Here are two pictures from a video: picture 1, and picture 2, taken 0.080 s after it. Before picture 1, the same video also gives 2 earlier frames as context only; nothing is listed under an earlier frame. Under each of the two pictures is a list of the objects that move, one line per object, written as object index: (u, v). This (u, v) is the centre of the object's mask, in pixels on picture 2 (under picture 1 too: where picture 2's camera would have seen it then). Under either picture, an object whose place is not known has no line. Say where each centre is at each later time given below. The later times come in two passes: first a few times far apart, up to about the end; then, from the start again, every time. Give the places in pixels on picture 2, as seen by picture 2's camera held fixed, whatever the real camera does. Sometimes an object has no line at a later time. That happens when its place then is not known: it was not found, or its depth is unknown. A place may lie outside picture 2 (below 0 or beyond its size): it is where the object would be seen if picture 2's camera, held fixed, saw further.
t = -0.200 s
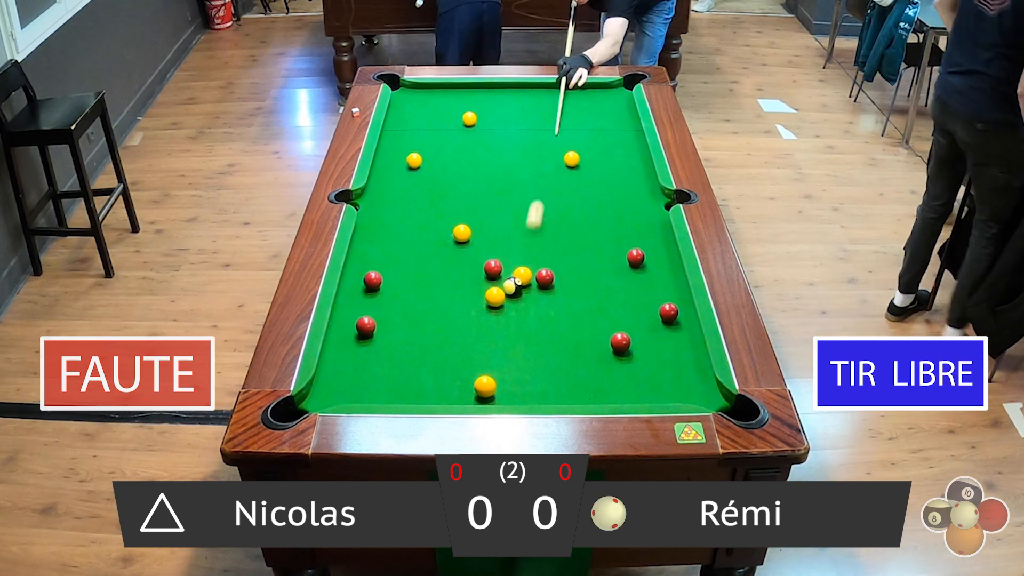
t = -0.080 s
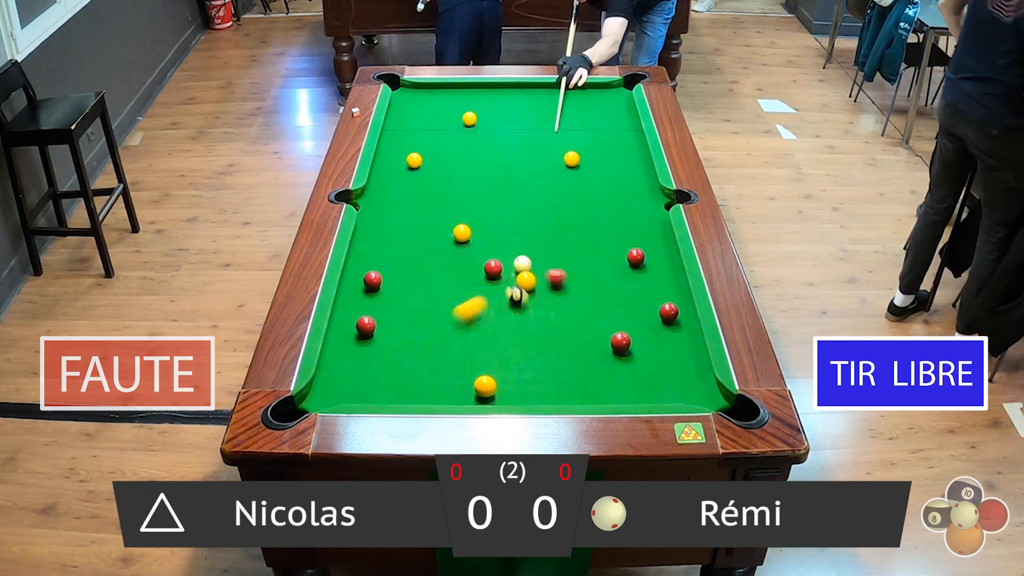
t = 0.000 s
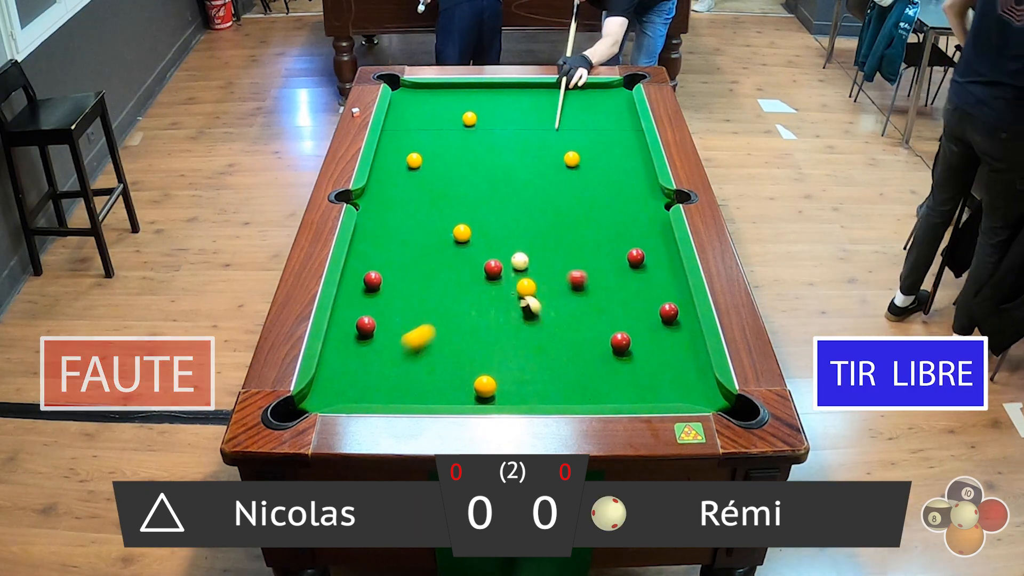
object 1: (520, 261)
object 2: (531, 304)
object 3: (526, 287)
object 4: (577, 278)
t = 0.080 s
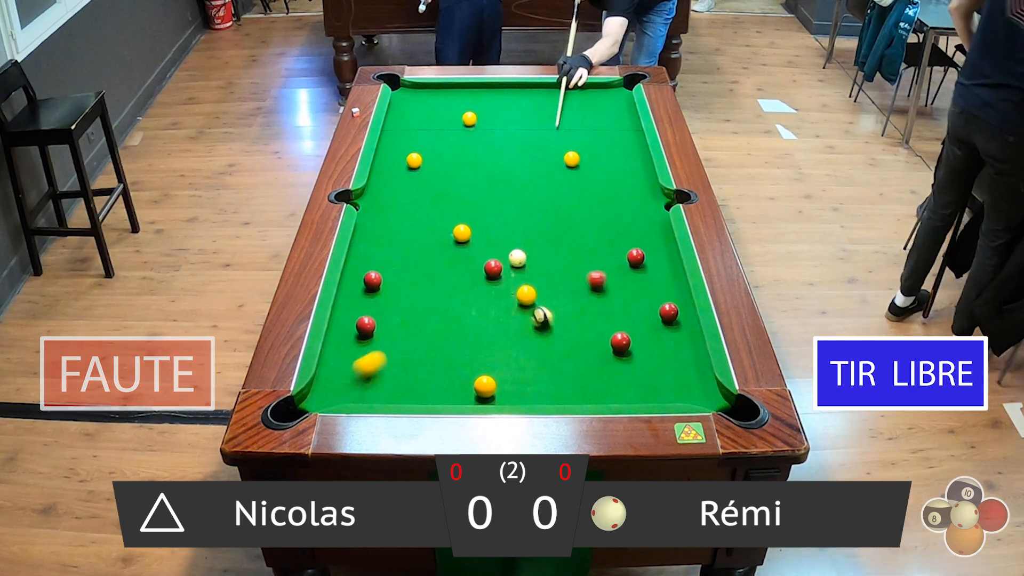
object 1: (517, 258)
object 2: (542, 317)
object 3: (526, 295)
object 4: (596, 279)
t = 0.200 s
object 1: (514, 253)
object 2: (559, 334)
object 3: (526, 306)
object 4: (625, 281)
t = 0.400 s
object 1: (508, 247)
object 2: (590, 362)
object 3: (526, 323)
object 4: (671, 283)
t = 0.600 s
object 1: (503, 241)
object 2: (621, 389)
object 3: (526, 340)
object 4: (655, 285)
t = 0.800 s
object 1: (499, 236)
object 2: (649, 388)
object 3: (526, 356)
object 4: (626, 287)
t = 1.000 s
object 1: (496, 232)
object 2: (671, 369)
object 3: (525, 372)
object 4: (598, 290)
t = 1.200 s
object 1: (493, 229)
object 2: (691, 351)
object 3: (525, 386)
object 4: (572, 292)
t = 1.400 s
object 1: (491, 226)
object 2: (685, 340)
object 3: (525, 397)
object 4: (546, 293)
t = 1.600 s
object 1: (489, 224)
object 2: (667, 328)
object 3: (524, 391)
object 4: (523, 295)
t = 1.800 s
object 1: (488, 222)
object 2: (653, 318)
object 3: (523, 383)
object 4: (500, 296)
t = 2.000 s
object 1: (488, 222)
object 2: (638, 312)
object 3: (523, 377)
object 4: (479, 297)
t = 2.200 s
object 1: (487, 222)
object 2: (622, 304)
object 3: (522, 370)
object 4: (460, 298)
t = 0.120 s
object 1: (516, 256)
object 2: (547, 324)
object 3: (526, 299)
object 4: (606, 280)
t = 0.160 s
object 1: (515, 255)
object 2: (553, 327)
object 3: (526, 302)
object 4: (616, 280)
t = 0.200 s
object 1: (514, 253)
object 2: (559, 334)
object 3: (526, 306)
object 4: (625, 281)
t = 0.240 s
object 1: (513, 252)
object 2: (565, 339)
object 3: (526, 309)
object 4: (635, 281)
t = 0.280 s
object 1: (512, 251)
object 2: (573, 344)
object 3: (526, 313)
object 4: (644, 282)
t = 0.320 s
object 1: (510, 249)
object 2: (577, 350)
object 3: (526, 316)
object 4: (653, 282)
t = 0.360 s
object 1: (509, 248)
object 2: (583, 354)
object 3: (526, 319)
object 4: (662, 283)
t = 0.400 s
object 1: (508, 247)
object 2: (590, 362)
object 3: (526, 323)
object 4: (671, 283)
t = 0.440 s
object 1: (507, 245)
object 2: (596, 366)
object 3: (526, 326)
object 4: (679, 284)
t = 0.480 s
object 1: (506, 244)
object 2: (603, 372)
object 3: (526, 329)
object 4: (673, 284)
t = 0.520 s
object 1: (505, 243)
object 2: (608, 378)
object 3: (526, 333)
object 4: (667, 285)
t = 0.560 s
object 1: (504, 242)
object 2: (614, 381)
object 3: (526, 336)
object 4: (661, 285)
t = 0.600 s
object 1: (503, 241)
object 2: (621, 389)
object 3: (526, 340)
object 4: (655, 285)
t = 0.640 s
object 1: (503, 240)
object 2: (627, 393)
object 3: (526, 343)
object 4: (649, 286)
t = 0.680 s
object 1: (502, 239)
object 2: (635, 396)
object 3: (526, 346)
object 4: (644, 286)
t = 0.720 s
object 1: (501, 238)
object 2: (639, 394)
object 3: (526, 349)
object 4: (638, 287)
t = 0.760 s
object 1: (500, 237)
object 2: (644, 391)
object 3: (526, 353)
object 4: (632, 287)
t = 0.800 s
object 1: (499, 236)
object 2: (649, 388)
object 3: (526, 356)
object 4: (626, 287)
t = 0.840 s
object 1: (499, 235)
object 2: (653, 384)
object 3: (526, 359)
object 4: (620, 288)
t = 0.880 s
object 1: (498, 234)
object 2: (658, 378)
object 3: (525, 362)
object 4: (615, 288)
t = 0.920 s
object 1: (497, 233)
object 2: (663, 376)
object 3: (525, 366)
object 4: (609, 288)
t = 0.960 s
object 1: (497, 233)
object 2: (667, 373)
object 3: (525, 369)
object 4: (604, 289)
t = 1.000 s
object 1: (496, 232)
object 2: (671, 369)
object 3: (525, 372)
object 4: (598, 290)
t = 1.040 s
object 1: (495, 231)
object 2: (675, 366)
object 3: (525, 375)
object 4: (593, 290)
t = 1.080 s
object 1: (495, 230)
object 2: (679, 363)
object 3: (525, 378)
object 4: (587, 290)
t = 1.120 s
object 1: (494, 230)
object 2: (683, 360)
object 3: (525, 381)
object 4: (582, 291)
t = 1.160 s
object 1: (494, 229)
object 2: (687, 356)
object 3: (525, 384)
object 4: (577, 291)
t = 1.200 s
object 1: (493, 229)
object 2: (691, 351)
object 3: (525, 386)
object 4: (572, 292)
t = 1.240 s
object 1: (493, 228)
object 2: (695, 350)
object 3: (525, 389)
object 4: (566, 292)
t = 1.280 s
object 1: (492, 227)
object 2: (696, 347)
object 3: (525, 393)
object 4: (561, 292)
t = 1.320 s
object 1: (492, 227)
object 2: (692, 344)
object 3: (525, 394)
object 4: (556, 292)
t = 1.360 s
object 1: (491, 226)
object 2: (688, 341)
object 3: (525, 396)
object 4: (551, 293)
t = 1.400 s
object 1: (491, 226)
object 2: (685, 340)
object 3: (525, 397)
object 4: (546, 293)
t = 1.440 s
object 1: (490, 225)
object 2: (682, 338)
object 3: (524, 396)
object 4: (541, 294)
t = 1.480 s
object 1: (490, 225)
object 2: (678, 336)
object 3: (524, 395)
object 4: (537, 294)
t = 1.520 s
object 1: (489, 225)
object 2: (674, 333)
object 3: (524, 394)
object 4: (532, 294)
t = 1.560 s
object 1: (489, 224)
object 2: (671, 330)
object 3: (524, 393)
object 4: (527, 294)
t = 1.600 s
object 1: (489, 224)
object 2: (667, 328)
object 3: (524, 391)
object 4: (523, 295)
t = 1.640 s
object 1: (489, 223)
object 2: (665, 326)
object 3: (524, 389)
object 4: (518, 295)
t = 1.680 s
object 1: (489, 223)
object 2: (662, 325)
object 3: (524, 388)
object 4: (513, 295)
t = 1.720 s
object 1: (488, 223)
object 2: (659, 323)
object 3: (524, 386)
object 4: (509, 295)
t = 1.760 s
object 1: (488, 223)
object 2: (657, 320)
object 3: (524, 385)
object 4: (505, 295)
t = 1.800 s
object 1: (488, 222)
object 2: (653, 318)
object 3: (523, 383)
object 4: (500, 296)
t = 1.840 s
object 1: (488, 222)
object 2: (650, 317)
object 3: (523, 382)
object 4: (496, 296)
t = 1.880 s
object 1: (488, 222)
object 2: (646, 316)
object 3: (523, 381)
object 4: (491, 296)
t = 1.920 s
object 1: (488, 222)
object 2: (643, 314)
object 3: (523, 379)
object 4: (487, 297)
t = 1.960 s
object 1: (488, 222)
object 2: (640, 313)
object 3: (523, 378)
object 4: (483, 297)
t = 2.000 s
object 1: (488, 222)
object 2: (638, 312)
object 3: (523, 377)
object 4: (479, 297)
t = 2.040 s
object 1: (487, 222)
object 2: (635, 311)
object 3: (523, 375)
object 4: (475, 297)
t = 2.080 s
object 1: (487, 222)
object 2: (632, 309)
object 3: (523, 374)
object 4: (471, 297)
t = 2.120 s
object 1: (487, 222)
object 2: (629, 307)
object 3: (523, 373)
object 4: (467, 298)
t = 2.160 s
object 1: (487, 222)
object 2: (626, 305)
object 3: (522, 371)
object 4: (463, 298)
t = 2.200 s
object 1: (487, 222)
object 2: (622, 304)
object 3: (522, 370)
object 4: (460, 298)
